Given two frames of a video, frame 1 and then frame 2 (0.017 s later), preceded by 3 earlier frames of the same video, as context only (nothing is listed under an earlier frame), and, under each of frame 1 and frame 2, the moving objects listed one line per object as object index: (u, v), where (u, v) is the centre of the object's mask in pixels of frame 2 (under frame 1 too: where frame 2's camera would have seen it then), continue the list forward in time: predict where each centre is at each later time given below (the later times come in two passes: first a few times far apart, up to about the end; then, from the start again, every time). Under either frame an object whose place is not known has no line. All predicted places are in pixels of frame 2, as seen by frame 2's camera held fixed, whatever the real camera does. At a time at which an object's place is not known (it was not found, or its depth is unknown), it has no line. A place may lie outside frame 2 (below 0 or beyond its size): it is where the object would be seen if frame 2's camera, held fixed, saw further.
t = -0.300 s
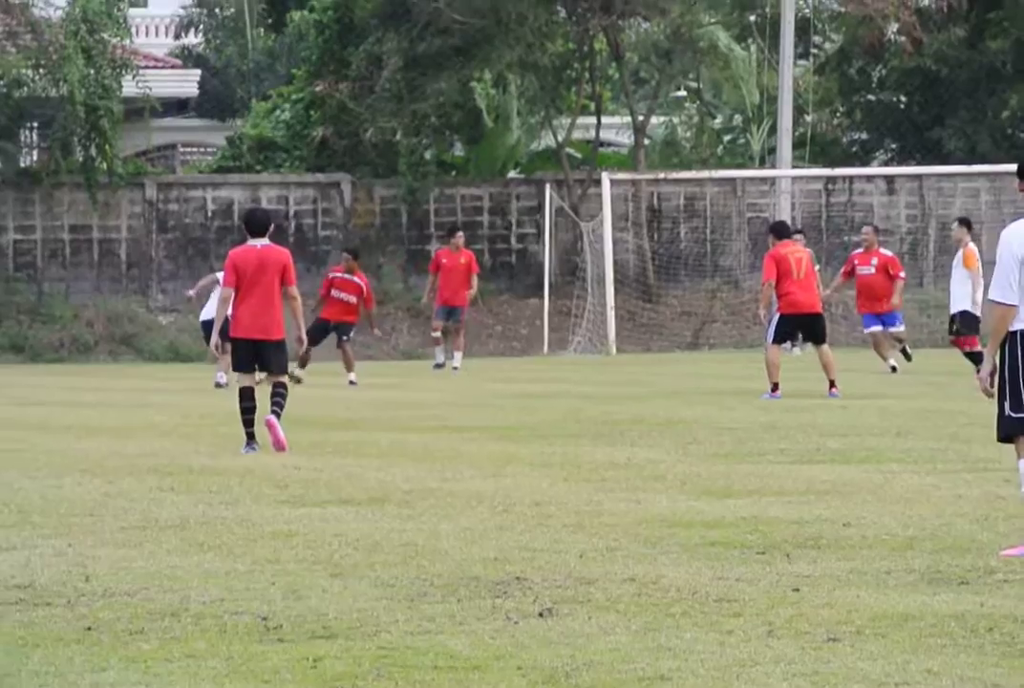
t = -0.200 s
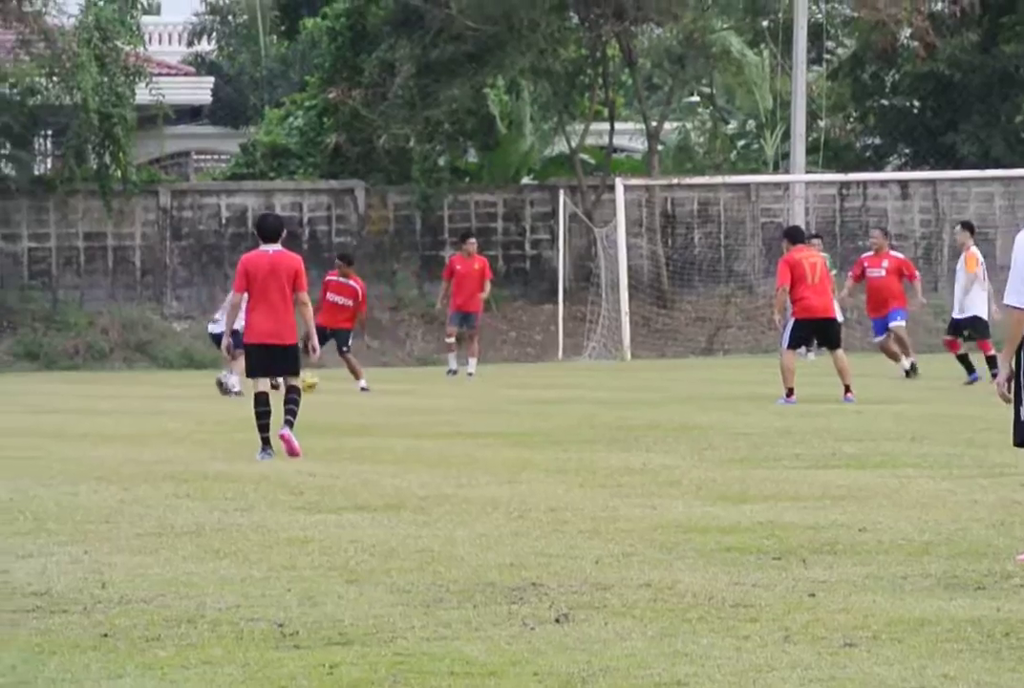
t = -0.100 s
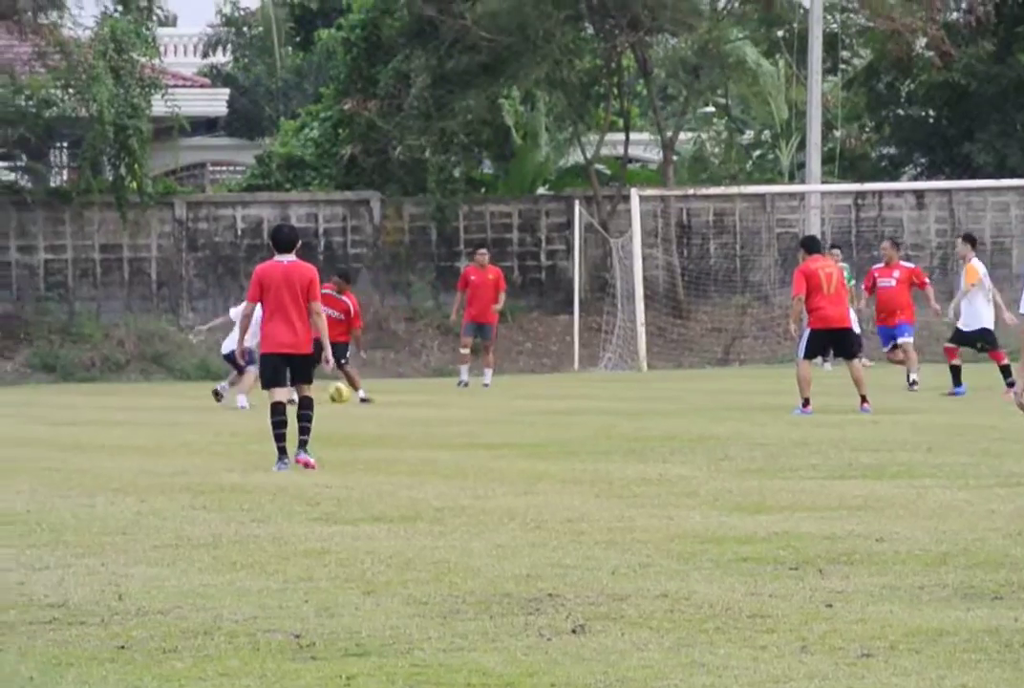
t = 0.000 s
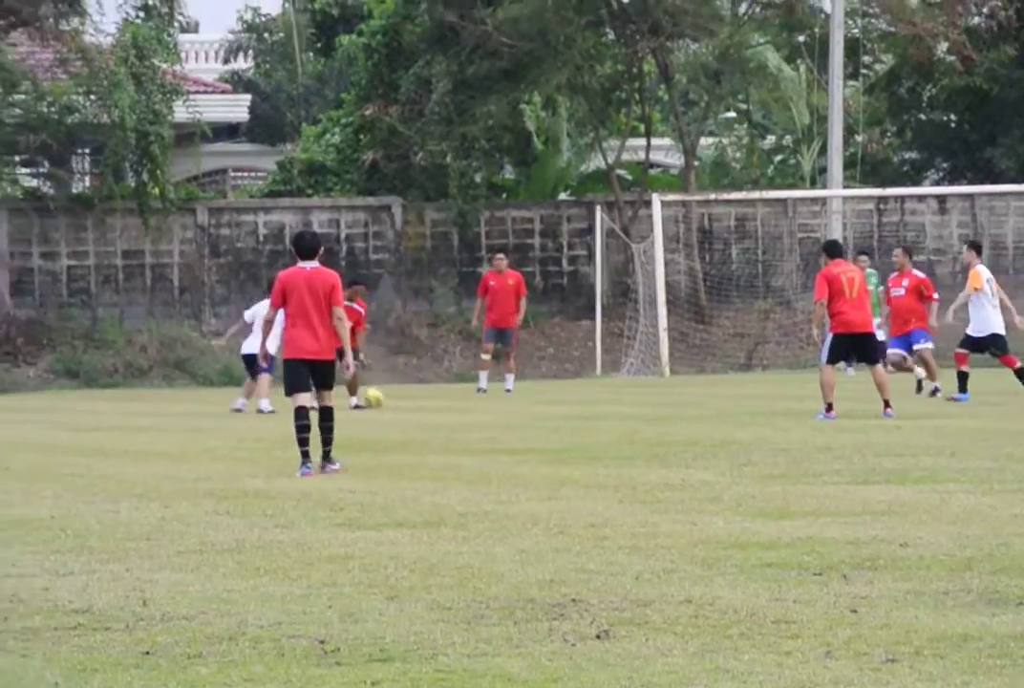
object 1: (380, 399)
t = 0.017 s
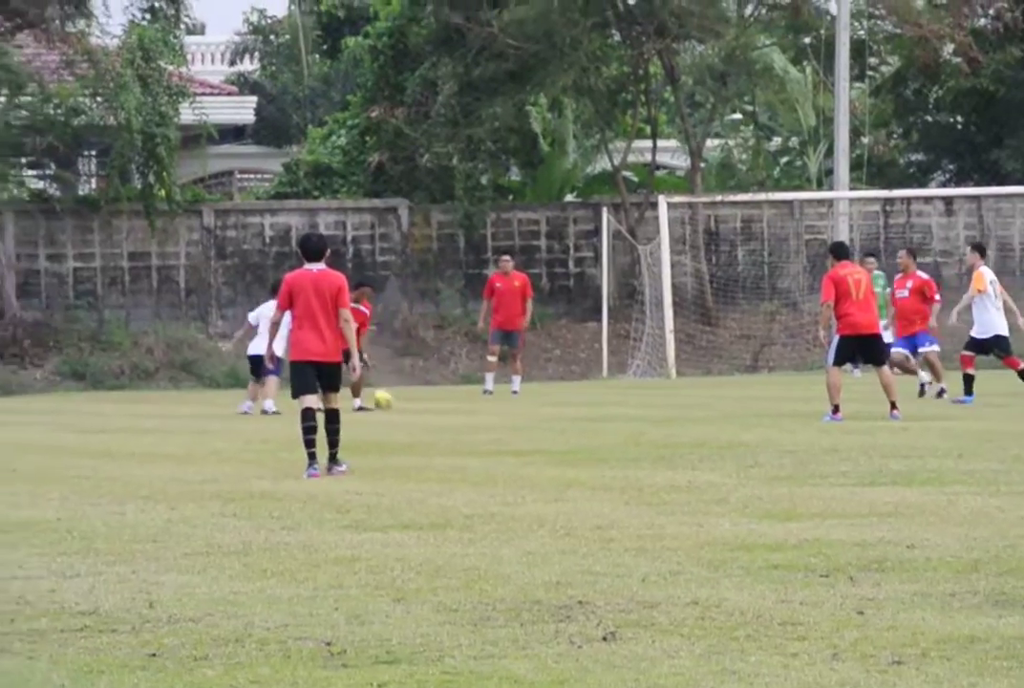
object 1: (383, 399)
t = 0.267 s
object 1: (402, 397)
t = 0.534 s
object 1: (414, 395)
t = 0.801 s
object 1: (426, 394)
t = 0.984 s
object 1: (432, 392)
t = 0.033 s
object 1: (384, 400)
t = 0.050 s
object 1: (384, 399)
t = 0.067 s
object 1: (387, 399)
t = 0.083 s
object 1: (388, 397)
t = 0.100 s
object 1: (388, 397)
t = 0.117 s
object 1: (390, 395)
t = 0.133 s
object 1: (392, 394)
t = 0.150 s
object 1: (393, 395)
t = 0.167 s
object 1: (393, 395)
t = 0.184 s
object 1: (396, 396)
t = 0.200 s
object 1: (397, 396)
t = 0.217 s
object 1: (398, 396)
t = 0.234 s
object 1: (400, 396)
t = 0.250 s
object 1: (400, 397)
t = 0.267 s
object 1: (402, 397)
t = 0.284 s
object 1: (402, 397)
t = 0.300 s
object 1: (404, 397)
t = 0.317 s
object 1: (405, 396)
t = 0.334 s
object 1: (404, 396)
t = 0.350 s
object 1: (405, 395)
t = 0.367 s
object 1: (406, 395)
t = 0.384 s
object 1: (407, 396)
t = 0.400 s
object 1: (408, 396)
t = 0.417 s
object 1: (408, 396)
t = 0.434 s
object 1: (410, 396)
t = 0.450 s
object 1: (410, 396)
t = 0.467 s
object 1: (412, 395)
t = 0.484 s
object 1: (413, 395)
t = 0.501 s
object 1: (413, 395)
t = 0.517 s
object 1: (414, 395)
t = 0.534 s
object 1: (414, 395)
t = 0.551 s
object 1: (415, 395)
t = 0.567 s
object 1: (416, 396)
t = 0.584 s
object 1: (417, 395)
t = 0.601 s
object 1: (419, 396)
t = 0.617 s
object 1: (418, 396)
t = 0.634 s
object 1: (419, 395)
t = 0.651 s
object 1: (420, 395)
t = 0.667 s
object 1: (420, 395)
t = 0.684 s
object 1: (421, 395)
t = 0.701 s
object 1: (422, 395)
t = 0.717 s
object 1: (422, 395)
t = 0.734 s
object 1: (423, 394)
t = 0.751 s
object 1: (423, 394)
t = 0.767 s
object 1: (424, 394)
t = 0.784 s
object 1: (425, 394)
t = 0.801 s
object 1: (426, 394)
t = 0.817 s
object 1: (427, 393)
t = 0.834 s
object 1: (427, 393)
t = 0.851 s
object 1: (428, 393)
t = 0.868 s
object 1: (428, 393)
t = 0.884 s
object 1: (428, 393)
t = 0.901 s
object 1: (430, 393)
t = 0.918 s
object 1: (431, 393)
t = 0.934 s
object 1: (430, 393)
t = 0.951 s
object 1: (431, 393)
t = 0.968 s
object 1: (431, 392)
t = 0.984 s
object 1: (432, 392)
